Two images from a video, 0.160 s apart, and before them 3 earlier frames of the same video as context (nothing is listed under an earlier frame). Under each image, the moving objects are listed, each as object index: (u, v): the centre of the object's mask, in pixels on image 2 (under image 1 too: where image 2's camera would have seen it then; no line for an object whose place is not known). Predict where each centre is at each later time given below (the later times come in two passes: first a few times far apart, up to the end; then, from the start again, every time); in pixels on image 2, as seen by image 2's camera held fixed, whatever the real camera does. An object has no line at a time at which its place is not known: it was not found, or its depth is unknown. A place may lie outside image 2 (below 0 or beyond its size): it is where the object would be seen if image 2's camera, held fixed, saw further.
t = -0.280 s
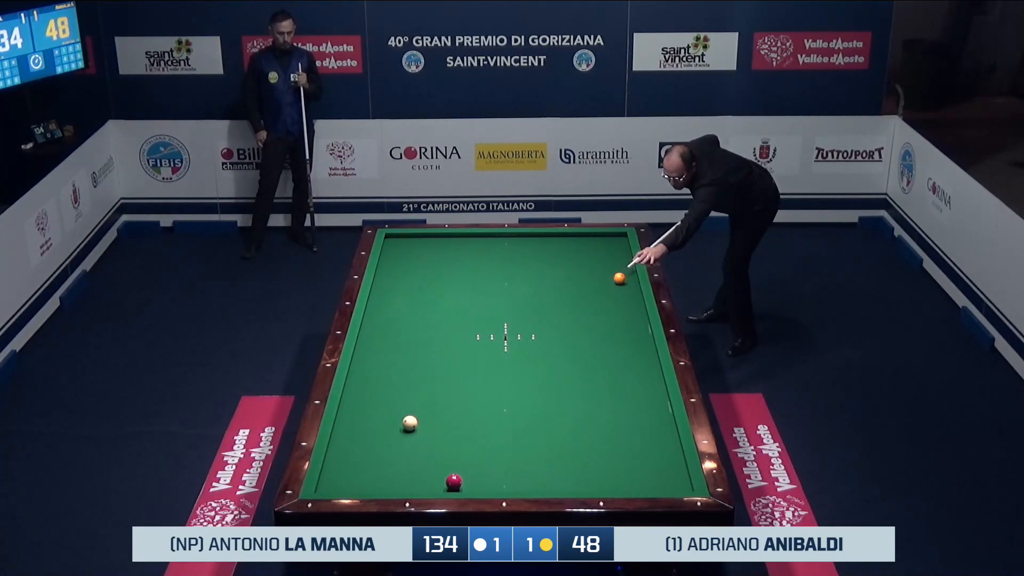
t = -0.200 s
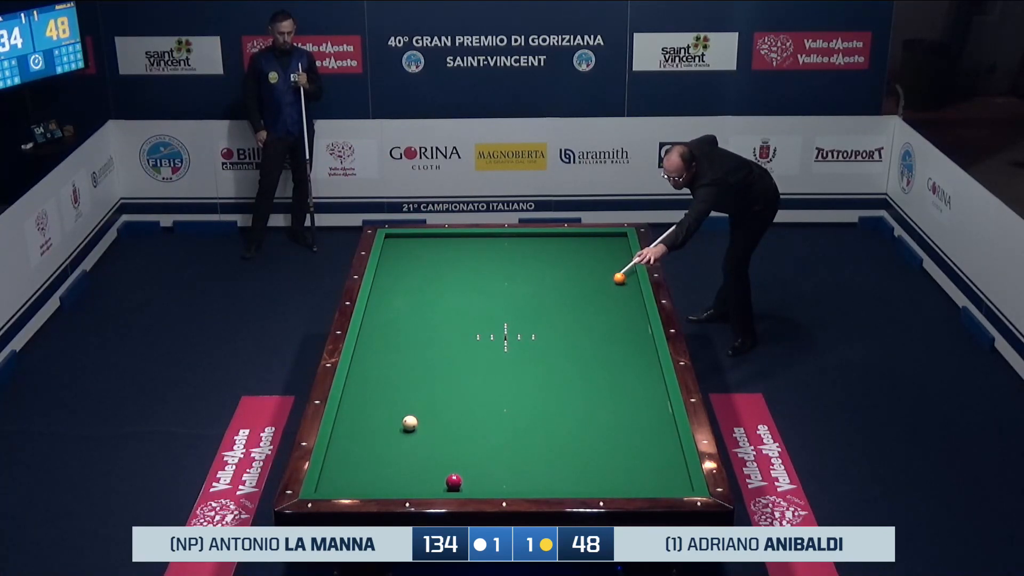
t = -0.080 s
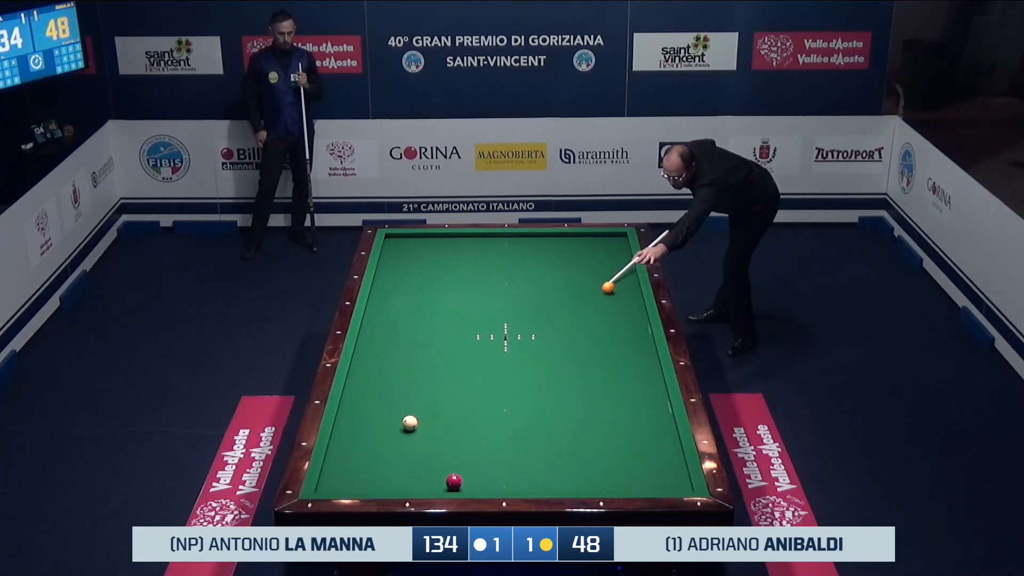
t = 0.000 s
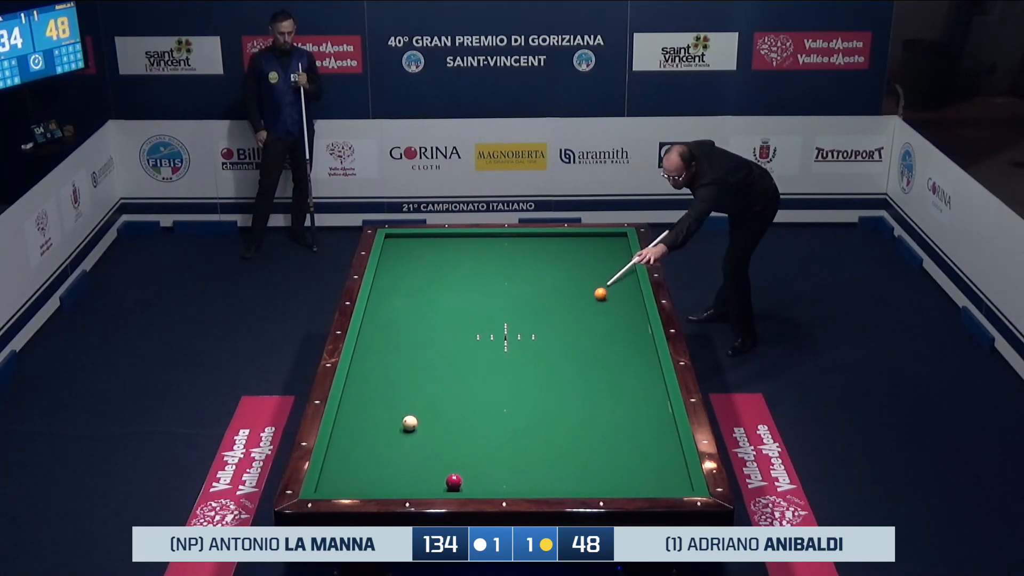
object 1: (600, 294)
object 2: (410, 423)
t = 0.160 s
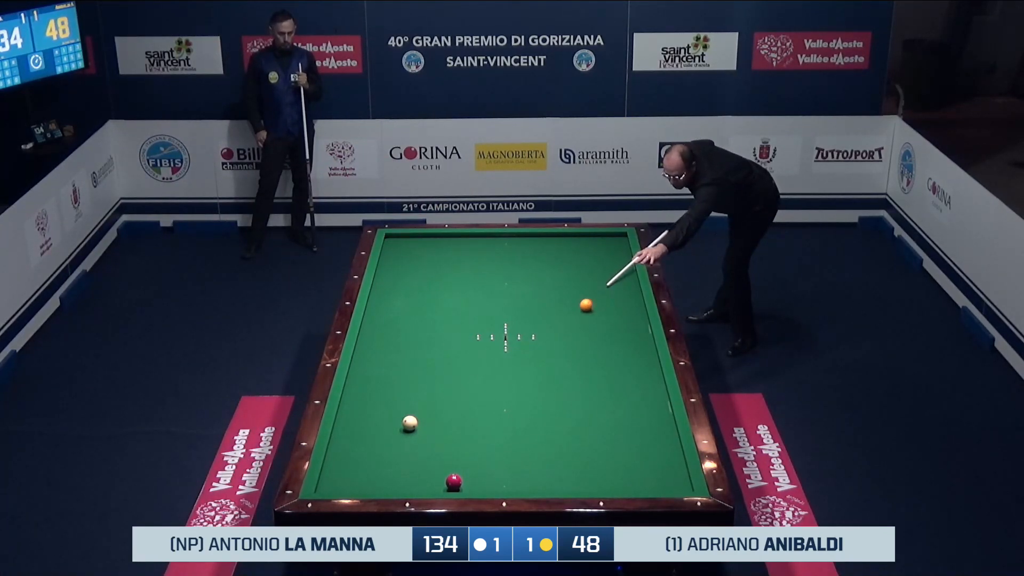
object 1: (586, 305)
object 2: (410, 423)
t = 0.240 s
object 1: (579, 311)
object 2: (410, 423)
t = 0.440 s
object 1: (559, 326)
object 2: (410, 423)
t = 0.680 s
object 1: (535, 344)
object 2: (410, 423)
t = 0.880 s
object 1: (514, 360)
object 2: (410, 423)
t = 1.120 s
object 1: (487, 381)
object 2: (409, 423)
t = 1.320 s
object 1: (464, 399)
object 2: (410, 423)
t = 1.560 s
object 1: (435, 422)
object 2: (410, 423)
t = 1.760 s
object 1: (409, 441)
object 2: (410, 423)
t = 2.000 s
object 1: (376, 467)
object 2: (410, 423)
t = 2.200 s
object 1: (347, 486)
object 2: (410, 423)
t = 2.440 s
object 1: (338, 475)
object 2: (410, 423)
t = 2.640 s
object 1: (360, 462)
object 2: (410, 423)
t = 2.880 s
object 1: (385, 447)
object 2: (409, 423)
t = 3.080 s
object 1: (403, 435)
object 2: (410, 422)
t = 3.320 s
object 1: (427, 429)
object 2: (409, 417)
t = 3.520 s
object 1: (445, 426)
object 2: (409, 411)
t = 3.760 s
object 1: (466, 422)
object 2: (408, 405)
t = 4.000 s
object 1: (486, 419)
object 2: (407, 398)
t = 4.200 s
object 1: (503, 416)
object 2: (406, 394)
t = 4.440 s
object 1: (522, 413)
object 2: (405, 388)
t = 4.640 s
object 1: (537, 410)
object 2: (405, 384)
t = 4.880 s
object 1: (555, 407)
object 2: (404, 379)
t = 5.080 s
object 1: (569, 405)
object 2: (403, 375)
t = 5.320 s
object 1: (585, 402)
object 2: (403, 371)
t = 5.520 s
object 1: (598, 400)
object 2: (402, 368)
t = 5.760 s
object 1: (613, 397)
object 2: (402, 364)
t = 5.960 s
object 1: (625, 395)
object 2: (401, 361)
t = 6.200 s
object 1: (639, 393)
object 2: (401, 358)
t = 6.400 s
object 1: (650, 391)
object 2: (400, 356)
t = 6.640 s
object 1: (658, 389)
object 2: (400, 353)
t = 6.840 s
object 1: (653, 388)
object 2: (400, 351)
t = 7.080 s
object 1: (646, 388)
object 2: (399, 349)
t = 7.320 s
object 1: (640, 387)
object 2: (399, 347)
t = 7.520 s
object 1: (635, 387)
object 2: (398, 346)
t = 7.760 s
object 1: (630, 386)
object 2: (398, 344)
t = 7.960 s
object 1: (627, 386)
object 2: (398, 343)
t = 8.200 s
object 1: (623, 385)
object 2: (398, 342)
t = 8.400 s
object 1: (619, 385)
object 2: (398, 341)
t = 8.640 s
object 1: (616, 384)
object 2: (398, 340)
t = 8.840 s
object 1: (614, 384)
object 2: (399, 340)
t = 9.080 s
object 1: (612, 383)
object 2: (398, 340)
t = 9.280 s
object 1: (611, 383)
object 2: (398, 340)
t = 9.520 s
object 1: (609, 383)
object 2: (398, 340)
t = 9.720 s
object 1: (608, 383)
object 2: (398, 340)
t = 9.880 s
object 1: (608, 383)
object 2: (398, 340)
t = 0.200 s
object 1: (582, 308)
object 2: (409, 423)
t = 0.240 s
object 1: (579, 311)
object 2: (410, 423)
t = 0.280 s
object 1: (575, 314)
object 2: (410, 423)
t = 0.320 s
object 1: (571, 317)
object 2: (410, 423)
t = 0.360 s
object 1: (567, 320)
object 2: (410, 423)
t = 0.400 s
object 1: (563, 323)
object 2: (410, 423)
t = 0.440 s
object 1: (559, 326)
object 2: (410, 423)
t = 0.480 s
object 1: (556, 329)
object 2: (410, 423)
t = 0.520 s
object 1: (552, 332)
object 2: (410, 423)
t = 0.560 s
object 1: (548, 335)
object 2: (409, 423)
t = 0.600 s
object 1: (543, 338)
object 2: (410, 423)
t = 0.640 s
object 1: (539, 341)
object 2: (410, 423)
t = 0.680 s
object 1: (535, 344)
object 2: (410, 423)
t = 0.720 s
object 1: (531, 347)
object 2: (410, 423)
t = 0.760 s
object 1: (527, 351)
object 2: (410, 423)
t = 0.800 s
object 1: (523, 354)
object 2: (410, 423)
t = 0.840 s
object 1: (518, 357)
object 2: (410, 423)
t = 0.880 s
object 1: (514, 360)
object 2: (410, 423)
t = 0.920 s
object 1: (510, 364)
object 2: (410, 423)
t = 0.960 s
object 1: (505, 367)
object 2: (410, 423)
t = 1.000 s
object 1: (501, 371)
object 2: (410, 423)
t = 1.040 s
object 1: (497, 374)
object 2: (410, 423)
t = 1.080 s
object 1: (492, 378)
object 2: (410, 423)
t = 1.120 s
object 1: (487, 381)
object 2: (409, 423)
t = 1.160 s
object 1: (483, 385)
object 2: (410, 423)
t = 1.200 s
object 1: (478, 388)
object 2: (410, 423)
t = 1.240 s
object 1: (474, 392)
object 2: (410, 423)
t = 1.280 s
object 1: (469, 395)
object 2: (410, 423)
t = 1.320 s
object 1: (464, 399)
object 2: (410, 423)
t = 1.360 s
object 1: (459, 403)
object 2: (410, 423)
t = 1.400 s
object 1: (454, 406)
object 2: (410, 423)
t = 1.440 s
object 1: (450, 410)
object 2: (410, 423)
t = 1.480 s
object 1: (444, 414)
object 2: (410, 423)
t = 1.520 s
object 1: (440, 418)
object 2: (410, 423)
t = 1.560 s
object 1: (435, 422)
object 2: (410, 423)
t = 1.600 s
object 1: (430, 425)
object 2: (410, 423)
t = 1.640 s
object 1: (425, 429)
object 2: (410, 423)
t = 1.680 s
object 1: (419, 433)
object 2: (409, 423)
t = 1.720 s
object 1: (414, 437)
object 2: (409, 423)
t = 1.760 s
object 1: (409, 441)
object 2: (410, 423)
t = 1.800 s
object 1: (403, 446)
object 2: (410, 423)
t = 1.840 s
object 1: (398, 450)
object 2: (410, 423)
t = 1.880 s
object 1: (392, 454)
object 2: (410, 423)
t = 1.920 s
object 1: (387, 458)
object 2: (410, 423)
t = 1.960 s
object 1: (381, 463)
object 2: (410, 423)
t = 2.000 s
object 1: (376, 467)
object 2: (410, 423)
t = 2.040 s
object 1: (370, 471)
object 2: (410, 423)
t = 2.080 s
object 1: (364, 476)
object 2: (410, 423)
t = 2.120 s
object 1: (358, 480)
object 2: (410, 423)
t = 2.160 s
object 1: (352, 484)
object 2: (410, 423)
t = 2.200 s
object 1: (347, 486)
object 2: (410, 423)
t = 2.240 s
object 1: (341, 487)
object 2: (410, 423)
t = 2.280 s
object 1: (335, 485)
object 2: (410, 423)
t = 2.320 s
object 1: (328, 484)
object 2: (410, 423)
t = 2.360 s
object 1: (327, 481)
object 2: (410, 423)
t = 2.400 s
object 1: (333, 478)
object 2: (410, 423)
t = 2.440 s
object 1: (338, 475)
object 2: (410, 423)
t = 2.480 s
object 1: (343, 472)
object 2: (410, 423)
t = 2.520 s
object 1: (347, 470)
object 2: (410, 423)
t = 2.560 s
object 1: (352, 467)
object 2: (410, 423)
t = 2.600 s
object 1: (356, 464)
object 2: (410, 423)
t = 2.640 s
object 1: (360, 462)
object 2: (410, 423)
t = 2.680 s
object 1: (364, 459)
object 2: (410, 423)
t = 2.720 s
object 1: (368, 457)
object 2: (409, 423)
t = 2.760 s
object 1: (373, 454)
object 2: (409, 423)
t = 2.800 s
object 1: (377, 452)
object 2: (409, 423)
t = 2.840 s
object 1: (381, 449)
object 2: (410, 423)
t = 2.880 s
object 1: (385, 447)
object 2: (409, 423)
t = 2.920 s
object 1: (389, 444)
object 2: (410, 423)
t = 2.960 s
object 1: (392, 442)
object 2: (410, 423)
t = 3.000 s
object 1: (396, 440)
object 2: (410, 423)
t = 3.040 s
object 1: (400, 438)
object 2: (410, 423)
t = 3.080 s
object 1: (403, 435)
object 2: (410, 422)
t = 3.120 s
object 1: (407, 433)
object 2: (410, 421)
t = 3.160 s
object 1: (411, 432)
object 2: (409, 420)
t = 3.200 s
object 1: (415, 431)
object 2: (408, 419)
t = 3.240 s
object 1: (419, 430)
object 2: (409, 419)
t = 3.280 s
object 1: (423, 429)
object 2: (409, 418)
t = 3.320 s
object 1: (427, 429)
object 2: (409, 417)
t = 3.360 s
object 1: (430, 428)
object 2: (409, 416)
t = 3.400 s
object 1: (434, 428)
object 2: (409, 415)
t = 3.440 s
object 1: (437, 427)
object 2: (409, 414)
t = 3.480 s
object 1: (441, 426)
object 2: (409, 413)
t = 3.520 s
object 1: (445, 426)
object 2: (409, 411)
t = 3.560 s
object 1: (448, 425)
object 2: (408, 410)
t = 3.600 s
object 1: (452, 424)
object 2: (408, 409)
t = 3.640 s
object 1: (455, 424)
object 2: (408, 408)
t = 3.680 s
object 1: (459, 423)
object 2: (408, 407)
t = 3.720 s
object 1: (463, 423)
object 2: (408, 406)
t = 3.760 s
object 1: (466, 422)
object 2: (408, 405)
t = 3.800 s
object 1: (469, 421)
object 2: (408, 404)
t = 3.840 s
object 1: (473, 421)
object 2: (408, 402)
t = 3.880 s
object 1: (476, 420)
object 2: (407, 401)
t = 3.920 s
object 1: (480, 420)
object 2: (407, 400)
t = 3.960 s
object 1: (483, 419)
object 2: (407, 399)
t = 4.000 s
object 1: (486, 419)
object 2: (407, 398)
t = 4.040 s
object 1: (490, 418)
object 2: (407, 397)
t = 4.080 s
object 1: (493, 418)
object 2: (407, 396)
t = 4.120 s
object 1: (496, 417)
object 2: (407, 395)
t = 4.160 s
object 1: (499, 417)
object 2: (406, 394)
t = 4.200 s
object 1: (503, 416)
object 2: (406, 394)
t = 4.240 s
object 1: (506, 415)
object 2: (406, 393)
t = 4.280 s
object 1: (509, 415)
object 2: (406, 392)
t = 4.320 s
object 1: (512, 414)
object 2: (406, 391)
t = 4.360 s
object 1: (516, 414)
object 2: (406, 390)
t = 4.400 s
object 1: (519, 413)
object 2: (406, 389)
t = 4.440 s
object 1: (522, 413)
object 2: (405, 388)
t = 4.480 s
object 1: (525, 412)
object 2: (405, 387)
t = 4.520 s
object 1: (528, 412)
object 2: (405, 386)
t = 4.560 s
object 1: (531, 411)
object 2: (405, 385)
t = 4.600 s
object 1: (534, 411)
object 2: (405, 385)
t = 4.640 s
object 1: (537, 410)
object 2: (405, 384)
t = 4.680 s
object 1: (540, 410)
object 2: (404, 383)
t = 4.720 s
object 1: (543, 409)
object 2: (404, 382)
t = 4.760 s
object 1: (546, 409)
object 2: (404, 381)
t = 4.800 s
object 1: (549, 408)
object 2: (404, 380)
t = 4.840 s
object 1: (552, 408)
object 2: (404, 380)
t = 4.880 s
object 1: (555, 407)
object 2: (404, 379)
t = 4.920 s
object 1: (558, 407)
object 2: (404, 378)
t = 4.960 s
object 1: (561, 406)
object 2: (404, 377)
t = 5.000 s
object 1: (563, 406)
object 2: (404, 377)
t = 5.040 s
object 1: (566, 405)
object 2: (404, 376)
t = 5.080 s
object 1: (569, 405)
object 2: (403, 375)
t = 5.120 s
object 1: (572, 404)
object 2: (403, 374)
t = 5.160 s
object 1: (574, 404)
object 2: (403, 374)
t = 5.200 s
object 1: (577, 403)
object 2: (403, 373)
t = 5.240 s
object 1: (580, 403)
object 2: (403, 372)
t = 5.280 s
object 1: (583, 402)
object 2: (403, 372)
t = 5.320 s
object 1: (585, 402)
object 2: (403, 371)
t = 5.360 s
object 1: (588, 402)
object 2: (403, 370)
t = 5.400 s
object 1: (590, 401)
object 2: (403, 370)
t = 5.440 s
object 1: (593, 401)
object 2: (403, 369)
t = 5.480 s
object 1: (596, 400)
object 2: (403, 368)
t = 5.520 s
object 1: (598, 400)
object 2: (402, 368)
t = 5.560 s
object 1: (601, 399)
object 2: (402, 367)
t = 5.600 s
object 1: (603, 399)
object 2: (402, 366)
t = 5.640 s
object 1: (606, 398)
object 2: (402, 366)
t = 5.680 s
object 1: (608, 398)
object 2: (402, 365)
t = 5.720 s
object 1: (611, 398)
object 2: (402, 365)
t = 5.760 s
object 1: (613, 397)
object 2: (402, 364)
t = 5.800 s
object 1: (616, 397)
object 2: (402, 363)
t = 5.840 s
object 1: (618, 396)
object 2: (402, 363)
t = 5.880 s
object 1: (621, 396)
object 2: (401, 362)
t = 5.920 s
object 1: (623, 396)
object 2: (401, 362)
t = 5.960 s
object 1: (625, 395)
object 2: (401, 361)
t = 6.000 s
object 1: (628, 395)
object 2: (401, 361)
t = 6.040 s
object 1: (630, 394)
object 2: (401, 360)
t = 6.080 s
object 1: (632, 394)
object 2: (401, 360)
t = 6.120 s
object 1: (635, 394)
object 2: (401, 359)
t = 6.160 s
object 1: (637, 393)
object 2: (401, 359)
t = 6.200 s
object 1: (639, 393)
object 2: (401, 358)
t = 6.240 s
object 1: (641, 392)
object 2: (401, 358)
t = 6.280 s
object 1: (644, 392)
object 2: (401, 357)
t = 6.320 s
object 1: (646, 392)
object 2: (401, 357)
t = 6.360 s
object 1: (648, 391)
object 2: (400, 356)
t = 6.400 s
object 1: (650, 391)
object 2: (400, 356)
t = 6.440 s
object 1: (652, 391)
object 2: (400, 355)
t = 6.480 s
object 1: (654, 390)
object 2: (400, 355)
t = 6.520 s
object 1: (656, 390)
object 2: (400, 354)
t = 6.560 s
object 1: (659, 389)
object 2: (400, 354)
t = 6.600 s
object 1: (660, 389)
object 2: (400, 353)
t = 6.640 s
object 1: (658, 389)
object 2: (400, 353)
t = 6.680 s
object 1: (658, 389)
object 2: (400, 353)
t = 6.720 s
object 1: (656, 388)
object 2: (400, 352)
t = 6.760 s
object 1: (655, 389)
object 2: (400, 352)
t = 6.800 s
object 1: (654, 388)
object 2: (400, 351)
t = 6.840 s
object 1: (653, 388)
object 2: (400, 351)
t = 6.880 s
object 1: (651, 388)
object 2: (399, 351)
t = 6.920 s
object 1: (650, 388)
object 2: (399, 350)
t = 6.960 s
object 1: (649, 388)
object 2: (399, 350)
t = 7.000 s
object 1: (648, 388)
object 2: (399, 350)
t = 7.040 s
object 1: (647, 388)
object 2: (399, 349)
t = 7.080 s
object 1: (646, 388)
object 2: (399, 349)
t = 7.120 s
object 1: (645, 387)
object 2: (399, 349)
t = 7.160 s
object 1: (644, 387)
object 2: (399, 348)
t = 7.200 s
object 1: (643, 387)
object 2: (399, 348)
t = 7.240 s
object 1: (642, 387)
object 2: (399, 347)
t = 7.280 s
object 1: (641, 387)
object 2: (399, 347)
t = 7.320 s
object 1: (640, 387)
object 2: (399, 347)
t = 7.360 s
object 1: (639, 387)
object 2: (399, 347)
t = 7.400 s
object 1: (638, 387)
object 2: (398, 346)
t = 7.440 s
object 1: (637, 387)
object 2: (398, 346)
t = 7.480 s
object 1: (636, 387)
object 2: (398, 346)
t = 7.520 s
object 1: (635, 387)
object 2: (398, 346)
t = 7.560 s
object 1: (635, 387)
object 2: (398, 345)
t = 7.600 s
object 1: (634, 387)
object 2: (398, 345)
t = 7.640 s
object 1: (633, 386)
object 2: (398, 345)
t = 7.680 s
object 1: (632, 386)
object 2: (398, 345)
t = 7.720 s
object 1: (631, 386)
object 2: (398, 344)
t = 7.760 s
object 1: (630, 386)
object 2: (398, 344)
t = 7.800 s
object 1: (630, 386)
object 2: (398, 344)
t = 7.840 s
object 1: (629, 386)
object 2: (398, 344)
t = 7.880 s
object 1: (628, 386)
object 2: (398, 343)
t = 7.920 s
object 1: (627, 386)
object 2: (398, 343)
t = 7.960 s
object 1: (627, 386)
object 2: (398, 343)
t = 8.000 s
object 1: (626, 386)
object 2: (398, 343)
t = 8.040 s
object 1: (625, 386)
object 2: (398, 343)
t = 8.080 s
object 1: (624, 385)
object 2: (398, 342)
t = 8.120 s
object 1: (624, 385)
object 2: (398, 342)
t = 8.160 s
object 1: (623, 385)
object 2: (398, 342)
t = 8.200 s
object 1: (623, 385)
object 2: (398, 342)
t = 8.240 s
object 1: (622, 385)
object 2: (398, 342)
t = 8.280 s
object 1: (621, 385)
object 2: (398, 342)
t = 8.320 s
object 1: (621, 385)
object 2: (398, 341)
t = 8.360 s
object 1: (620, 385)
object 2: (398, 341)
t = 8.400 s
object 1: (619, 385)
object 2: (398, 341)
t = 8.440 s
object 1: (619, 384)
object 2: (398, 341)
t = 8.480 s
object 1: (618, 384)
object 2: (398, 341)
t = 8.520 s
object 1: (618, 384)
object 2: (398, 341)
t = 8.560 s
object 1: (617, 384)
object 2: (398, 341)
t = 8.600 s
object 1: (617, 384)
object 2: (398, 341)
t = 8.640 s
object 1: (616, 384)
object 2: (398, 340)
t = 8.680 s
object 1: (616, 384)
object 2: (398, 340)
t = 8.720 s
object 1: (615, 384)
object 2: (398, 340)
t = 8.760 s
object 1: (615, 384)
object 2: (398, 340)
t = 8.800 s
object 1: (614, 384)
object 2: (399, 340)
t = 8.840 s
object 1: (614, 384)
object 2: (399, 340)
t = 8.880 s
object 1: (614, 384)
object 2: (399, 340)
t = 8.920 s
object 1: (613, 384)
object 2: (398, 340)
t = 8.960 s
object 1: (613, 384)
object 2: (398, 340)
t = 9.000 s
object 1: (612, 384)
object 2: (399, 340)
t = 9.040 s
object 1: (612, 384)
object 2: (399, 340)
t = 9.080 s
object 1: (612, 383)
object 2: (398, 340)
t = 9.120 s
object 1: (612, 383)
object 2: (398, 340)
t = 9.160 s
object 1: (611, 383)
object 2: (398, 340)
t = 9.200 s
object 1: (611, 383)
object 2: (399, 340)
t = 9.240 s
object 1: (611, 383)
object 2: (398, 340)
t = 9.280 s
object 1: (611, 383)
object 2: (398, 340)
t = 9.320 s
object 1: (610, 383)
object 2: (398, 340)
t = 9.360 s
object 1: (610, 383)
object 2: (398, 340)
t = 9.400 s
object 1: (610, 383)
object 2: (398, 340)
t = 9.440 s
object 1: (610, 383)
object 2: (398, 340)
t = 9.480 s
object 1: (609, 383)
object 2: (398, 340)
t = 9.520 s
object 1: (609, 383)
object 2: (398, 340)
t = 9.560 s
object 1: (609, 383)
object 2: (398, 340)
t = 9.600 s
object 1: (609, 383)
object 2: (398, 340)
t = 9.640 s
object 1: (609, 383)
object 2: (398, 340)
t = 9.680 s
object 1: (609, 383)
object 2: (398, 340)
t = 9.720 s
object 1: (608, 383)
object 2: (398, 340)
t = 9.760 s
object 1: (608, 383)
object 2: (398, 340)
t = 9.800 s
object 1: (608, 383)
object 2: (398, 340)
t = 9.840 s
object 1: (608, 383)
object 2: (398, 340)
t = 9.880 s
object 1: (608, 383)
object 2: (398, 340)
